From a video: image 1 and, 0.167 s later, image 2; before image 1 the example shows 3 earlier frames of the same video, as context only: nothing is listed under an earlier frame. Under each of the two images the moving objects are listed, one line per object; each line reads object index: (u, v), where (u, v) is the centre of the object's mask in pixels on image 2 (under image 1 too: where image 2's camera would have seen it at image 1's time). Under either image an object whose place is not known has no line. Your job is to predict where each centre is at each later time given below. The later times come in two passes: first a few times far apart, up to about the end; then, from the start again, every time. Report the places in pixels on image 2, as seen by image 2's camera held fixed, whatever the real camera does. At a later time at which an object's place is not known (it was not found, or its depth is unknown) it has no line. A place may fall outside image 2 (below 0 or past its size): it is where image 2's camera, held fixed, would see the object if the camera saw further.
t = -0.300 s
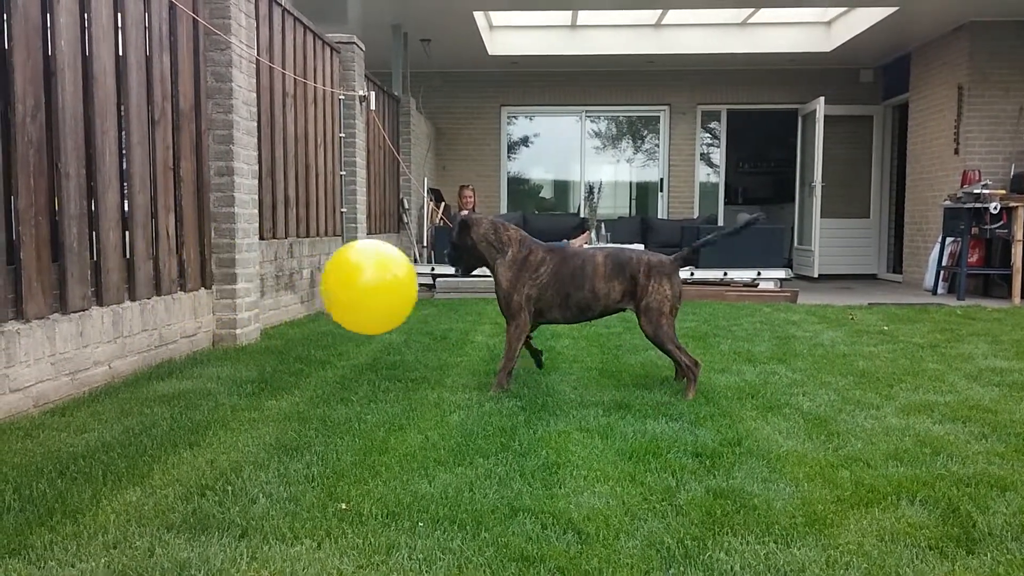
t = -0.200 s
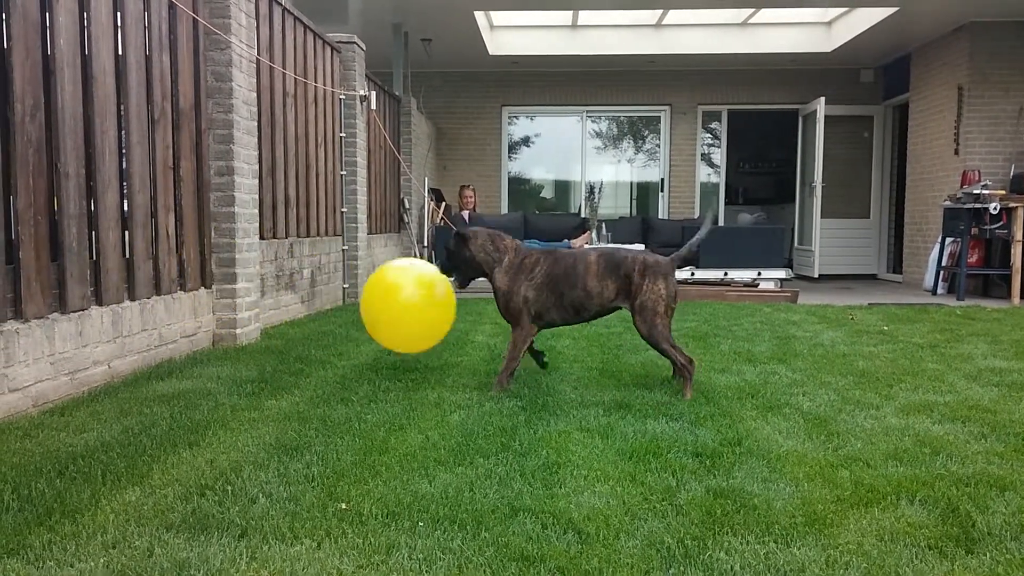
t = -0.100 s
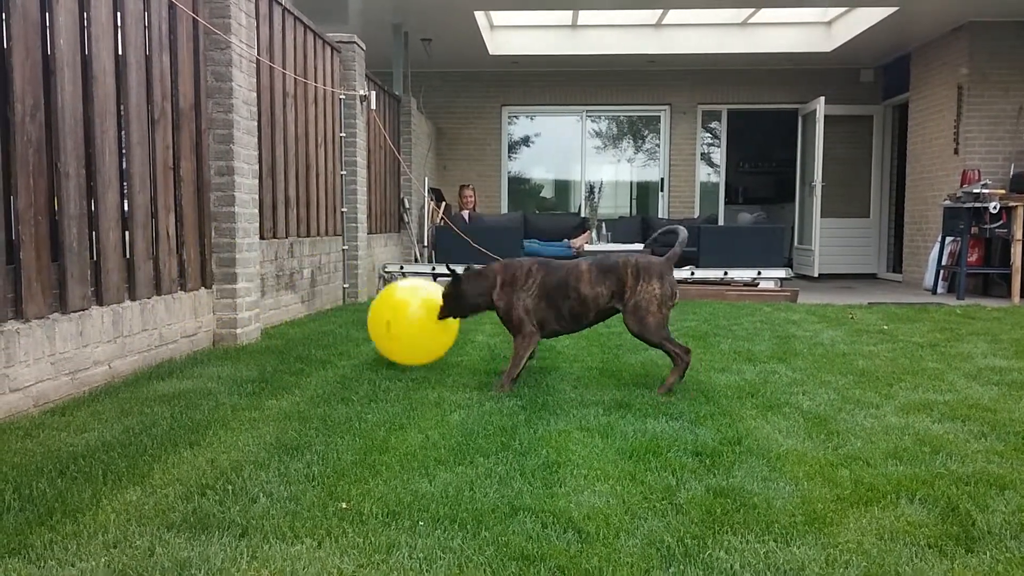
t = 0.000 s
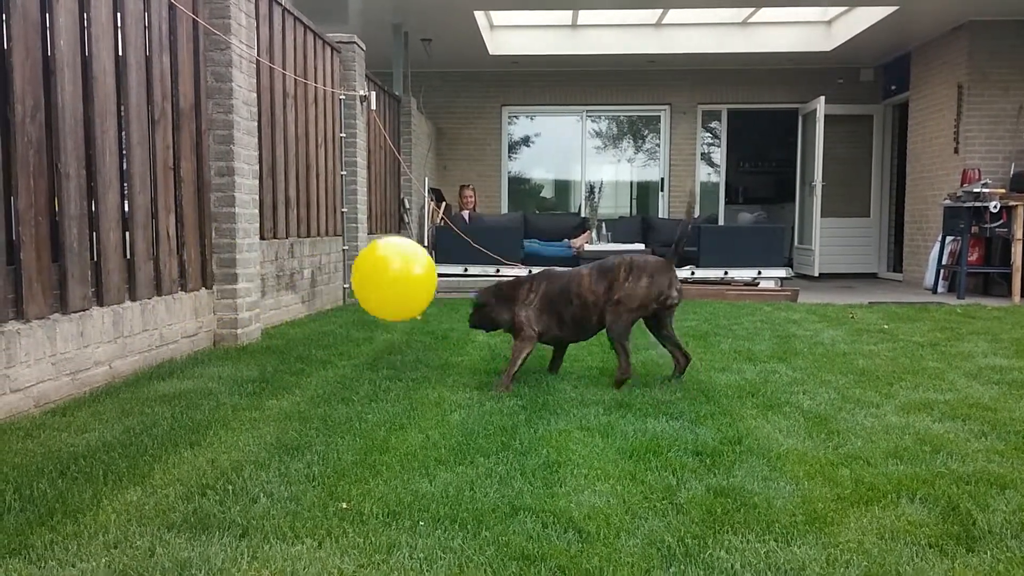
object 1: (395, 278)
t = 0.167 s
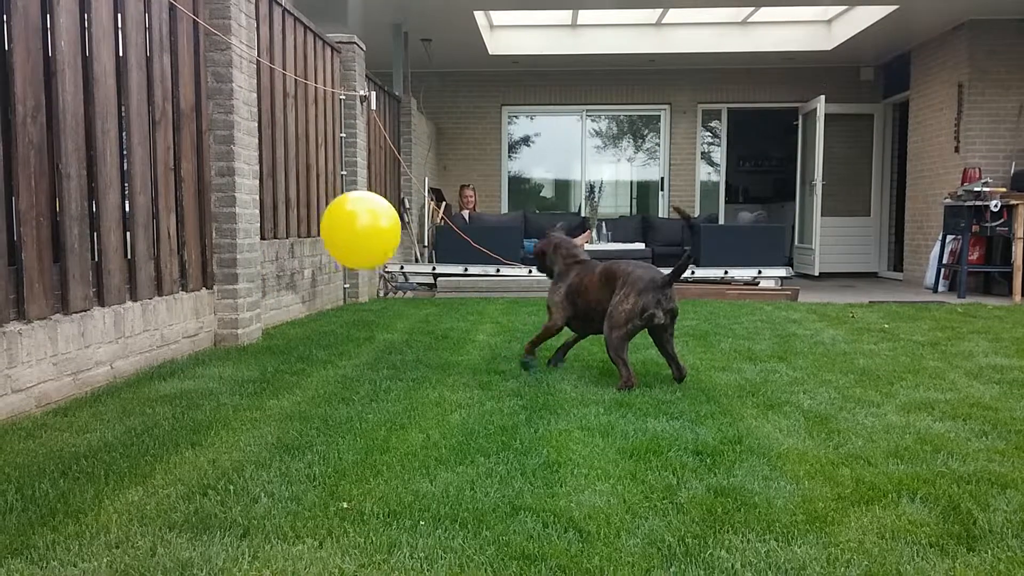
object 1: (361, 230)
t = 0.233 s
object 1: (348, 218)
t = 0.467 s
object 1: (311, 217)
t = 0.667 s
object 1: (299, 238)
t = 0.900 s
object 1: (342, 267)
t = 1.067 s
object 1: (366, 295)
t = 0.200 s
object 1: (354, 224)
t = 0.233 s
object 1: (348, 218)
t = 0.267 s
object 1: (342, 215)
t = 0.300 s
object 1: (336, 213)
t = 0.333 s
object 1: (331, 212)
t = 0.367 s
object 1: (326, 211)
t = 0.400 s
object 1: (320, 212)
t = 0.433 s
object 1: (315, 214)
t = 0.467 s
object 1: (311, 217)
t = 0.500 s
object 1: (306, 219)
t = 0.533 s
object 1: (302, 223)
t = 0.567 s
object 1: (297, 227)
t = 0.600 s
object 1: (294, 232)
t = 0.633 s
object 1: (293, 236)
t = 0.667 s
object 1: (299, 238)
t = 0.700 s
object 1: (306, 241)
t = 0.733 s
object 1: (312, 244)
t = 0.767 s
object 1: (319, 248)
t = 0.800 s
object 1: (325, 252)
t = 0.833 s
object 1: (331, 256)
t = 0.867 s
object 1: (336, 262)
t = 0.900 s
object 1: (342, 267)
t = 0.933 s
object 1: (347, 273)
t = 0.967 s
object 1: (352, 280)
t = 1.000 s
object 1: (357, 286)
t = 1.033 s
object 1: (361, 293)
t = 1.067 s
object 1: (366, 295)
